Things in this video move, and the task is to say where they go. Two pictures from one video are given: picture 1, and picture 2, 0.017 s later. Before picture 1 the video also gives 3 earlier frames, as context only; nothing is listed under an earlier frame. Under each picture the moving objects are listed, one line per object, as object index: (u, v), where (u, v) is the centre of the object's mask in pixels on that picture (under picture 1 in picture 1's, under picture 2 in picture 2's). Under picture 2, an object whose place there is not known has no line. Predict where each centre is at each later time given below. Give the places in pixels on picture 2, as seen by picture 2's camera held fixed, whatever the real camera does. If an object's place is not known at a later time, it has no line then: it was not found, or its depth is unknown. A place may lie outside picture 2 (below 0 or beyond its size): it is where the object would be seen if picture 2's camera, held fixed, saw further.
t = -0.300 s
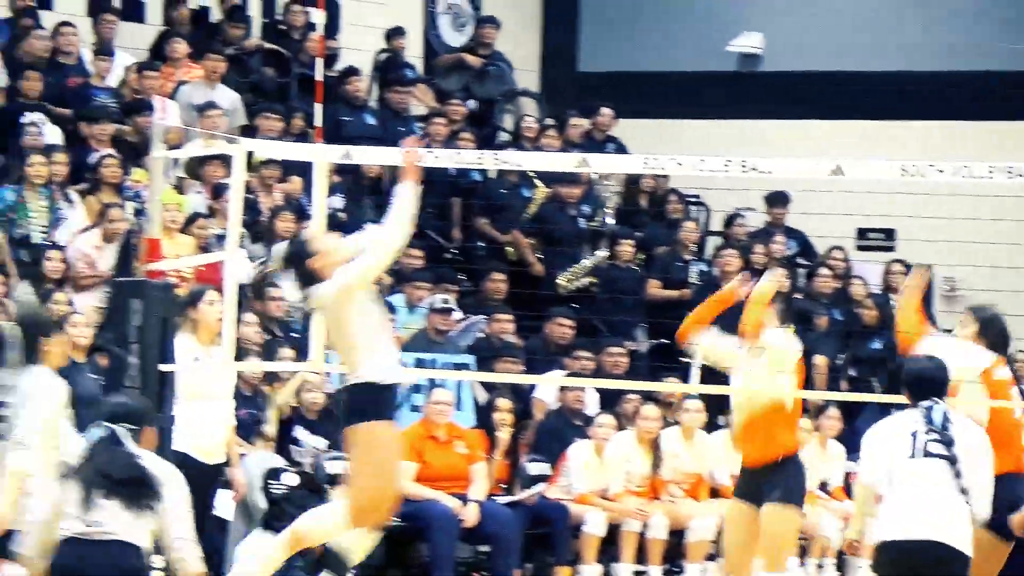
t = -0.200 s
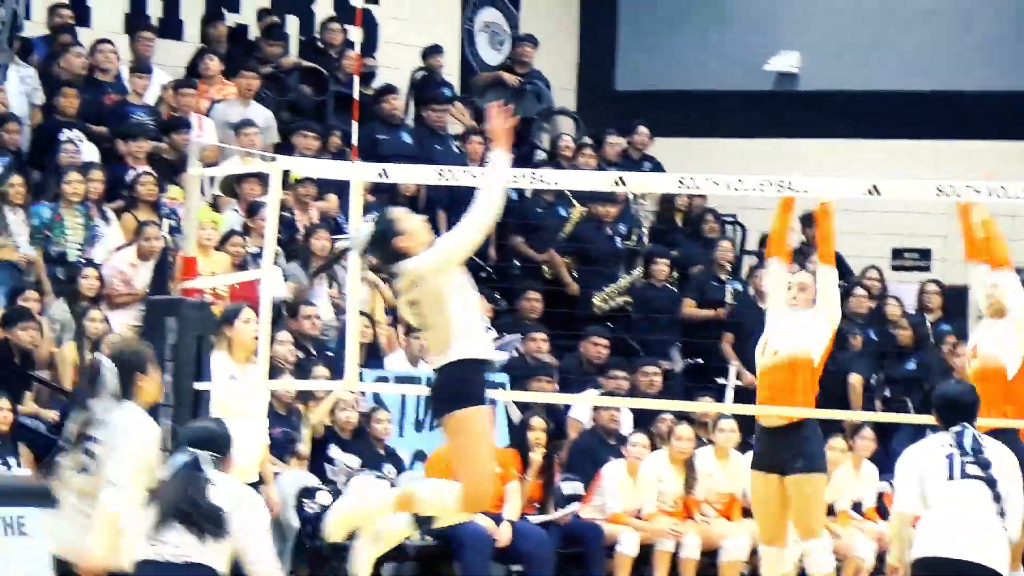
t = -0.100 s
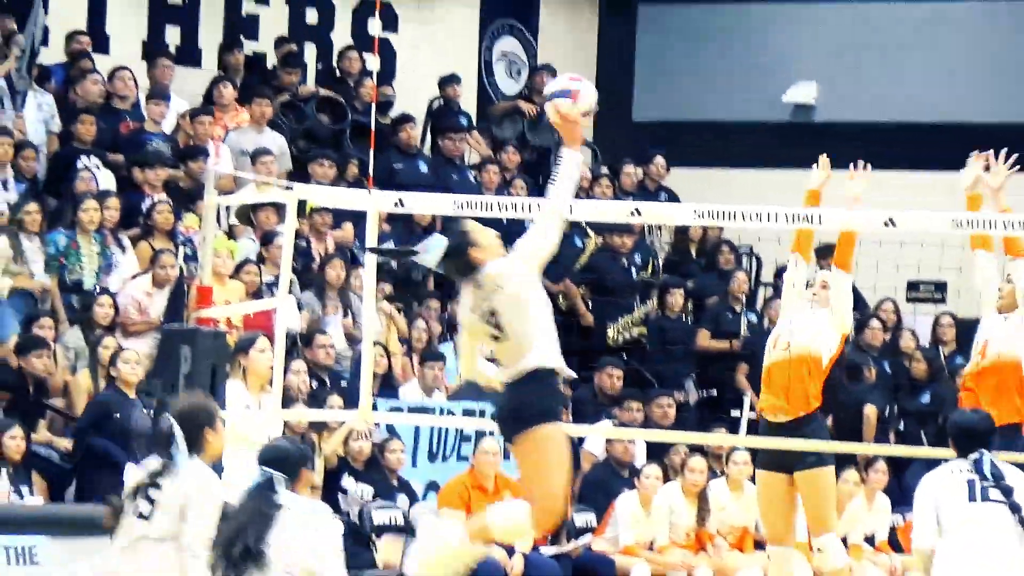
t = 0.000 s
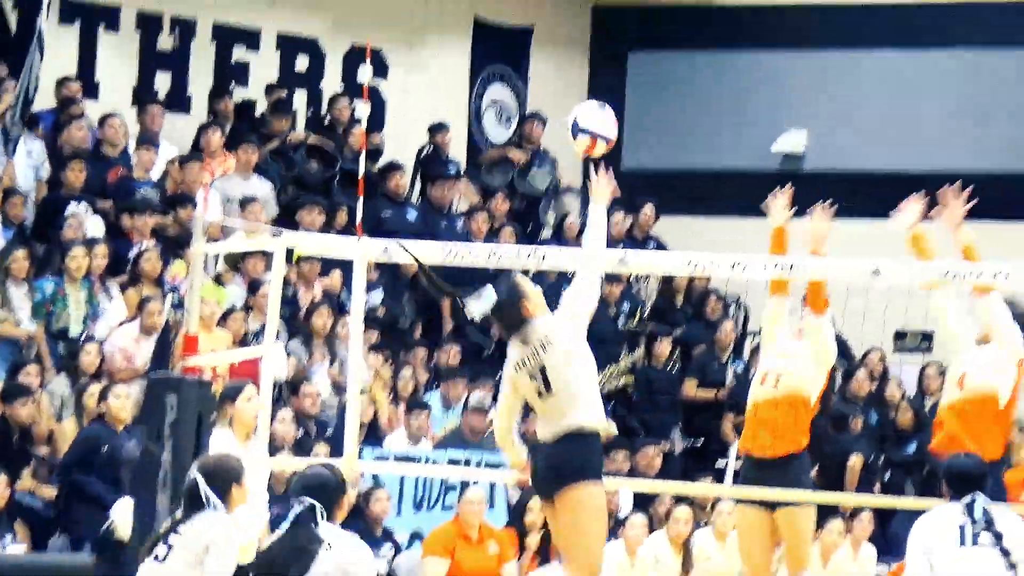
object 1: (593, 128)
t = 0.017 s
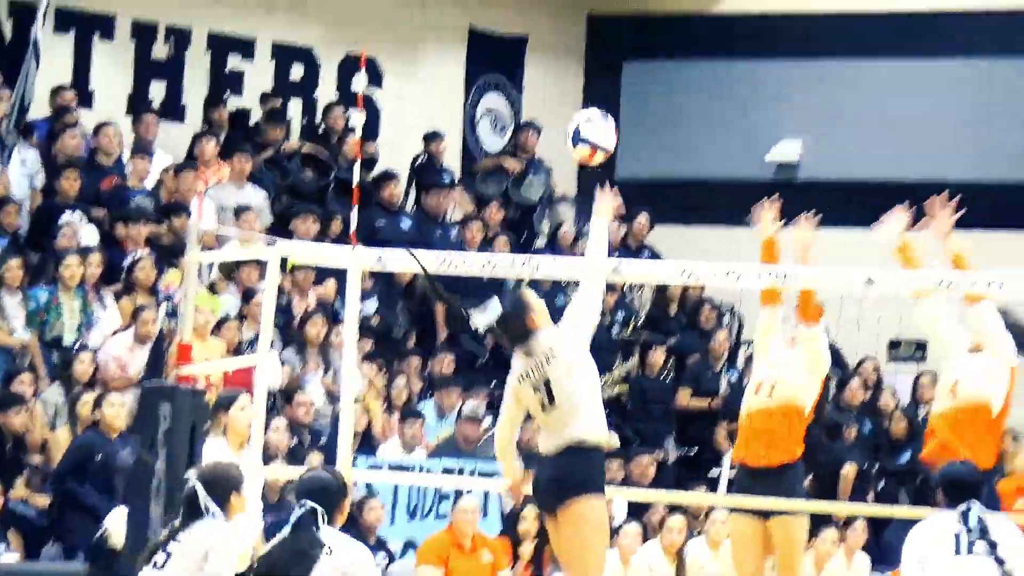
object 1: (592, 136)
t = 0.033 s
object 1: (598, 134)
